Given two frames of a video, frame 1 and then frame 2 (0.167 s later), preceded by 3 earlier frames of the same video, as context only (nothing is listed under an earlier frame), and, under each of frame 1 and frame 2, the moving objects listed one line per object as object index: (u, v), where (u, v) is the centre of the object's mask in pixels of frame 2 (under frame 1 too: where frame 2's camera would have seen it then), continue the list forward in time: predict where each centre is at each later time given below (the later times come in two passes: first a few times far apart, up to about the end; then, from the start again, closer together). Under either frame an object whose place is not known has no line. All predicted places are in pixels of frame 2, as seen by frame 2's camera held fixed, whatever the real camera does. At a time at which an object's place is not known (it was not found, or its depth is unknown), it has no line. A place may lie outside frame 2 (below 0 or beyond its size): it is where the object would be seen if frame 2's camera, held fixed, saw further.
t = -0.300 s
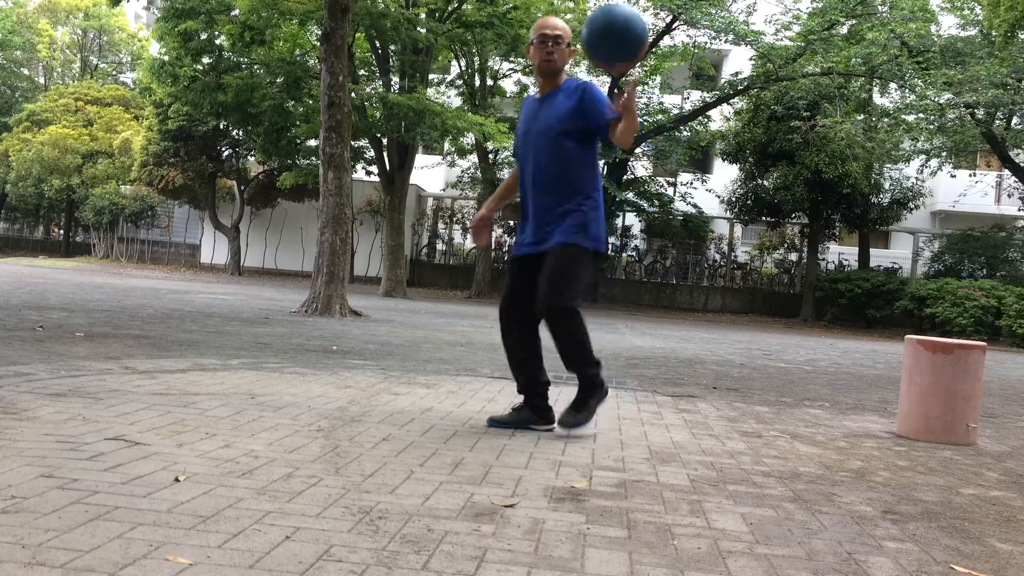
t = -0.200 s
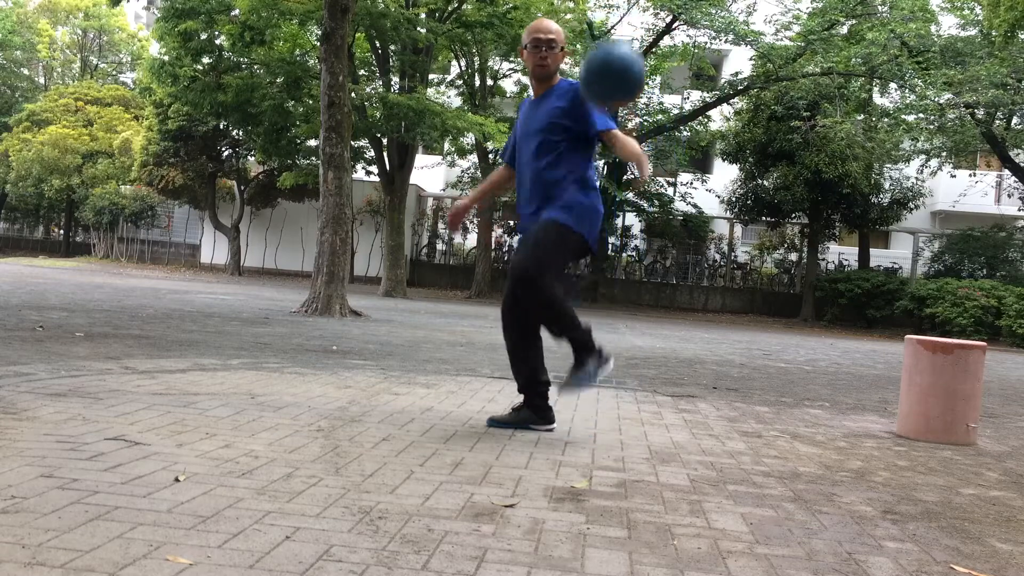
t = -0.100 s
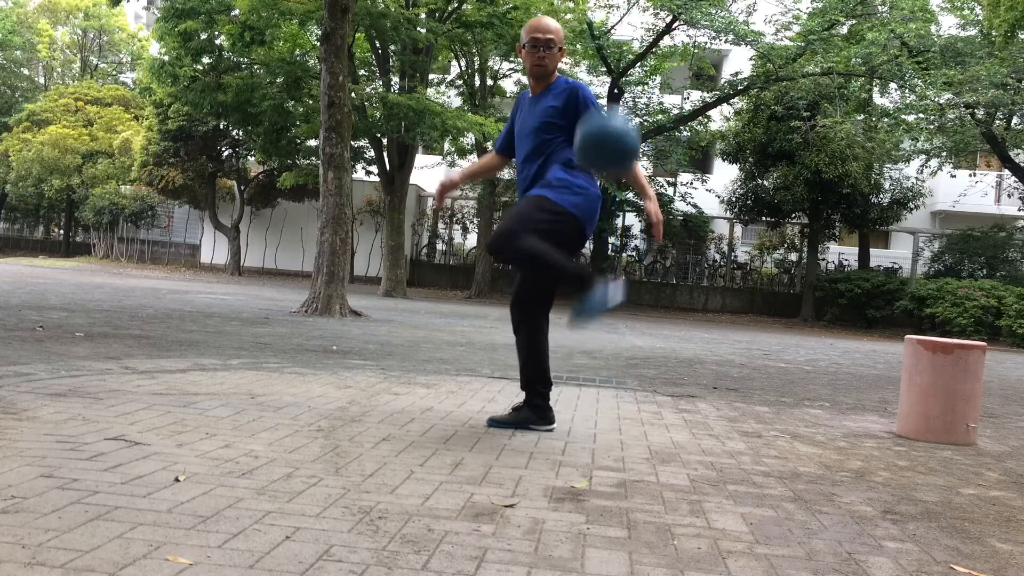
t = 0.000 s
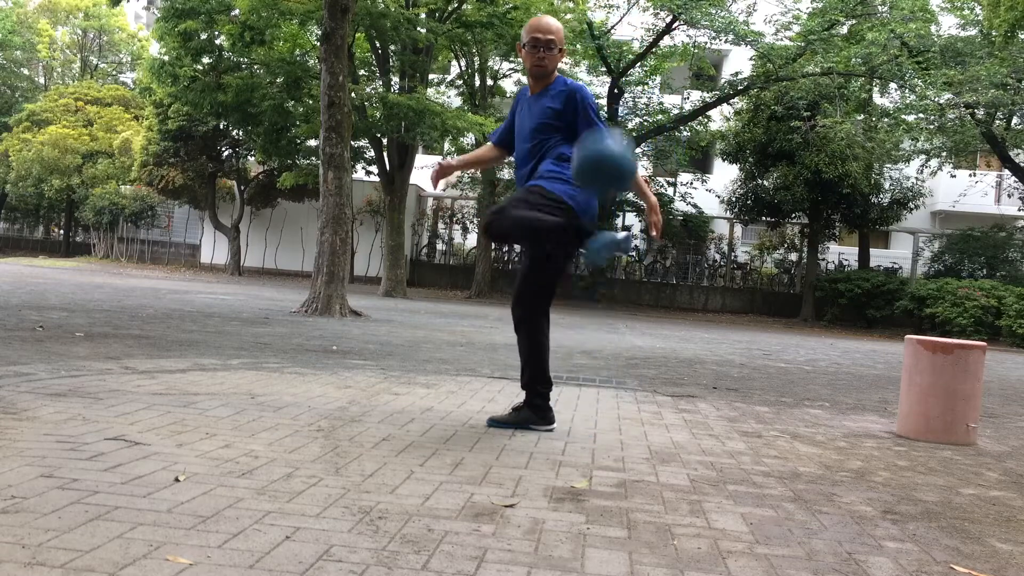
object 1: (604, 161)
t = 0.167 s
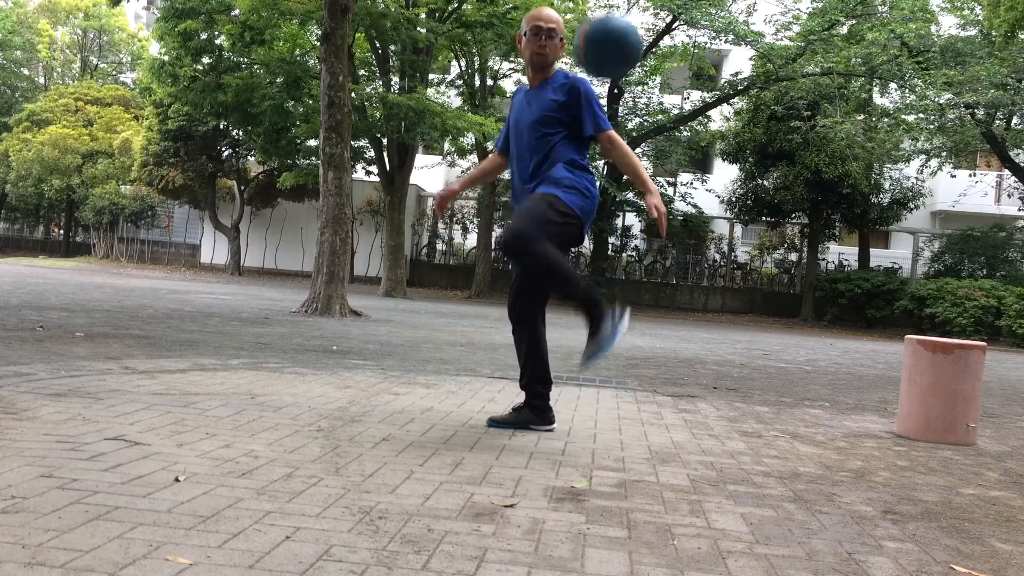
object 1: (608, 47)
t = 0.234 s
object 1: (607, 25)
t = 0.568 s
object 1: (588, 84)
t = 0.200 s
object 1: (608, 32)
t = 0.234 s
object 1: (607, 25)
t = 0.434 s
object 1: (599, 23)
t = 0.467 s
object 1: (596, 29)
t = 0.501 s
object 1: (594, 42)
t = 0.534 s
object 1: (590, 60)
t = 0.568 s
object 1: (588, 84)
